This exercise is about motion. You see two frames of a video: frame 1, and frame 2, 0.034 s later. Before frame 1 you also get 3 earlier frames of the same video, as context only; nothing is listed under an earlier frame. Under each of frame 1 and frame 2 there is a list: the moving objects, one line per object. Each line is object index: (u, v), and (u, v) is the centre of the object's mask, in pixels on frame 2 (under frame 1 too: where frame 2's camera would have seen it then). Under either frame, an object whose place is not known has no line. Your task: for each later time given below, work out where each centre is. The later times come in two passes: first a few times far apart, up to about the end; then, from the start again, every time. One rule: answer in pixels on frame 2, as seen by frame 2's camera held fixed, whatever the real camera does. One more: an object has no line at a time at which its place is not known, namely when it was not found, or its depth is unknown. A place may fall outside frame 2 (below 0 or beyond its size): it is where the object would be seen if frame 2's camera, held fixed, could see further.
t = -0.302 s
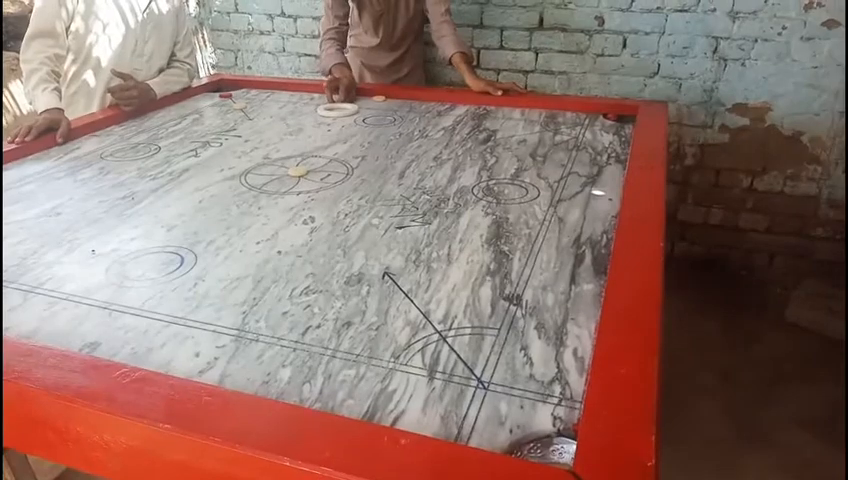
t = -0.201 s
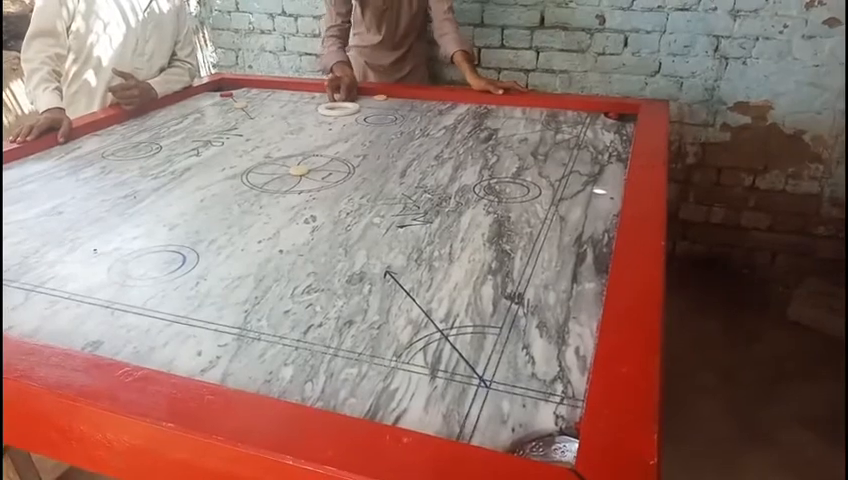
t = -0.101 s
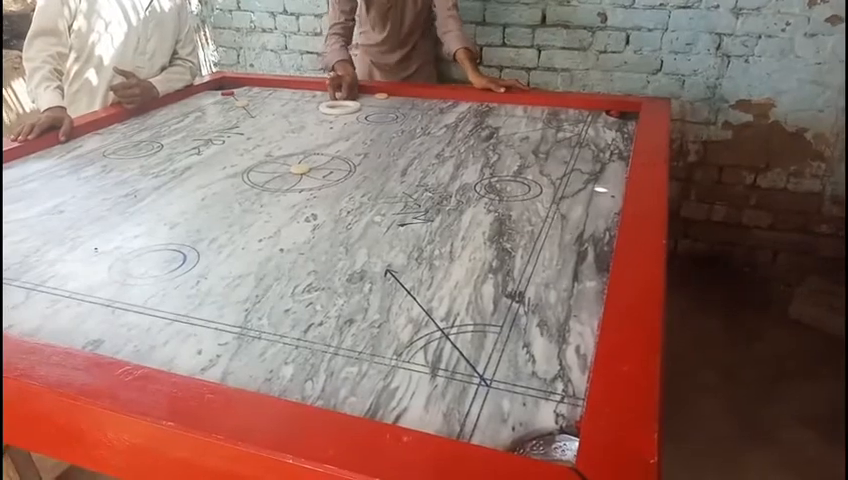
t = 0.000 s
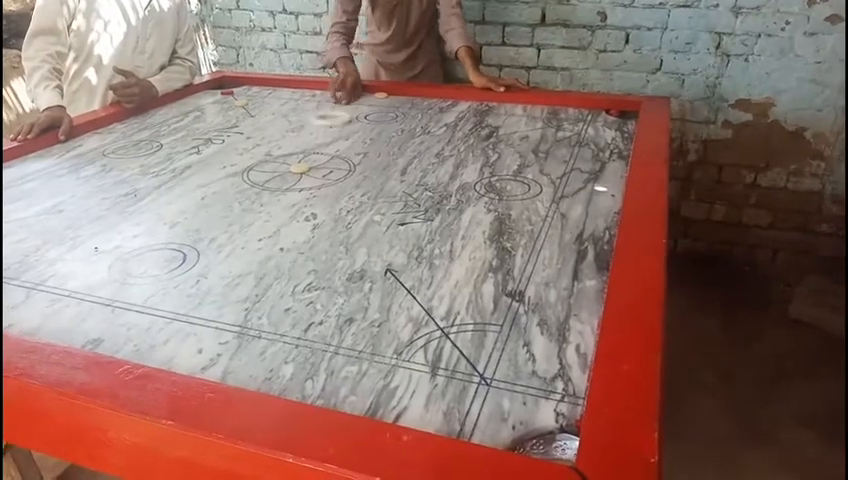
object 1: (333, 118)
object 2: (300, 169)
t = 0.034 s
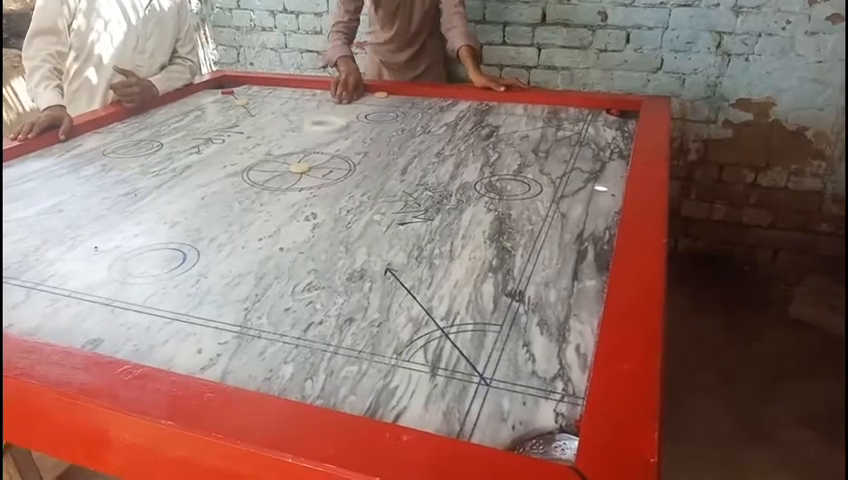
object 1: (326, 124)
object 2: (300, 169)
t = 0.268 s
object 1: (279, 176)
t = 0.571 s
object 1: (193, 271)
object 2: (253, 378)
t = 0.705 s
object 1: (141, 329)
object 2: (352, 312)
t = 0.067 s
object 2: (300, 169)
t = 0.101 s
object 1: (314, 138)
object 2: (300, 169)
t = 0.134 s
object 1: (307, 146)
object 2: (300, 169)
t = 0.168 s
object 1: (300, 154)
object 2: (300, 168)
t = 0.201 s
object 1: (294, 163)
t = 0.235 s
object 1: (287, 169)
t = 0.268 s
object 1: (279, 176)
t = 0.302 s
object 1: (272, 184)
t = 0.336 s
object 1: (264, 193)
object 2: (284, 234)
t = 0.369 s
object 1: (256, 202)
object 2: (280, 252)
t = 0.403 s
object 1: (248, 211)
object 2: (270, 272)
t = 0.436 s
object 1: (237, 222)
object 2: (266, 294)
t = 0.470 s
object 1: (226, 233)
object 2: (261, 316)
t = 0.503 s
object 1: (217, 244)
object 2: (252, 344)
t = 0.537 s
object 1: (204, 257)
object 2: (244, 373)
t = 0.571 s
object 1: (193, 271)
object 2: (253, 378)
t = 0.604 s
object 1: (178, 285)
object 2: (275, 364)
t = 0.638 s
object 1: (164, 301)
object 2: (298, 350)
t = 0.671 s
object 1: (153, 314)
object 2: (318, 336)
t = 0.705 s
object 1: (141, 329)
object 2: (352, 312)
